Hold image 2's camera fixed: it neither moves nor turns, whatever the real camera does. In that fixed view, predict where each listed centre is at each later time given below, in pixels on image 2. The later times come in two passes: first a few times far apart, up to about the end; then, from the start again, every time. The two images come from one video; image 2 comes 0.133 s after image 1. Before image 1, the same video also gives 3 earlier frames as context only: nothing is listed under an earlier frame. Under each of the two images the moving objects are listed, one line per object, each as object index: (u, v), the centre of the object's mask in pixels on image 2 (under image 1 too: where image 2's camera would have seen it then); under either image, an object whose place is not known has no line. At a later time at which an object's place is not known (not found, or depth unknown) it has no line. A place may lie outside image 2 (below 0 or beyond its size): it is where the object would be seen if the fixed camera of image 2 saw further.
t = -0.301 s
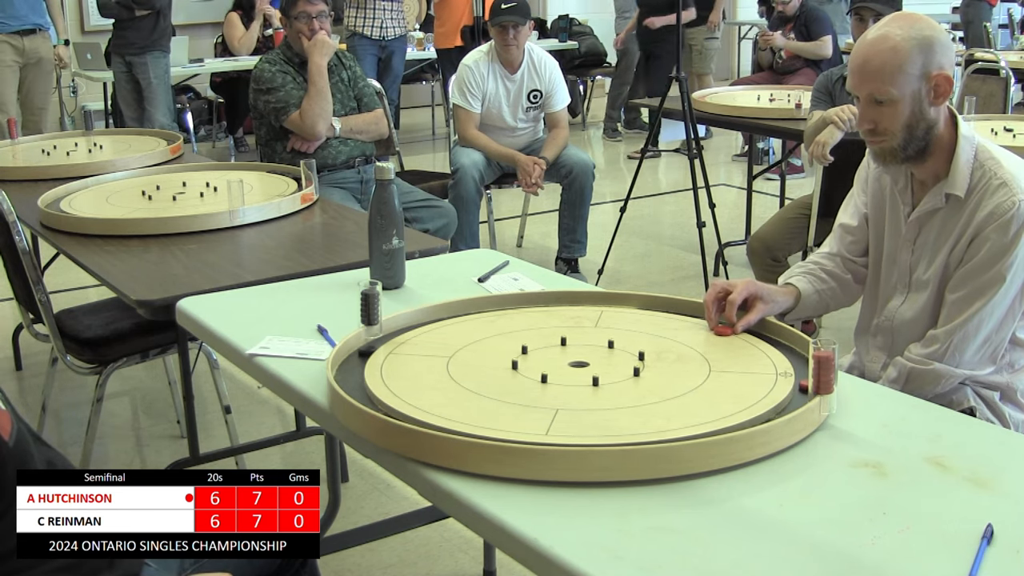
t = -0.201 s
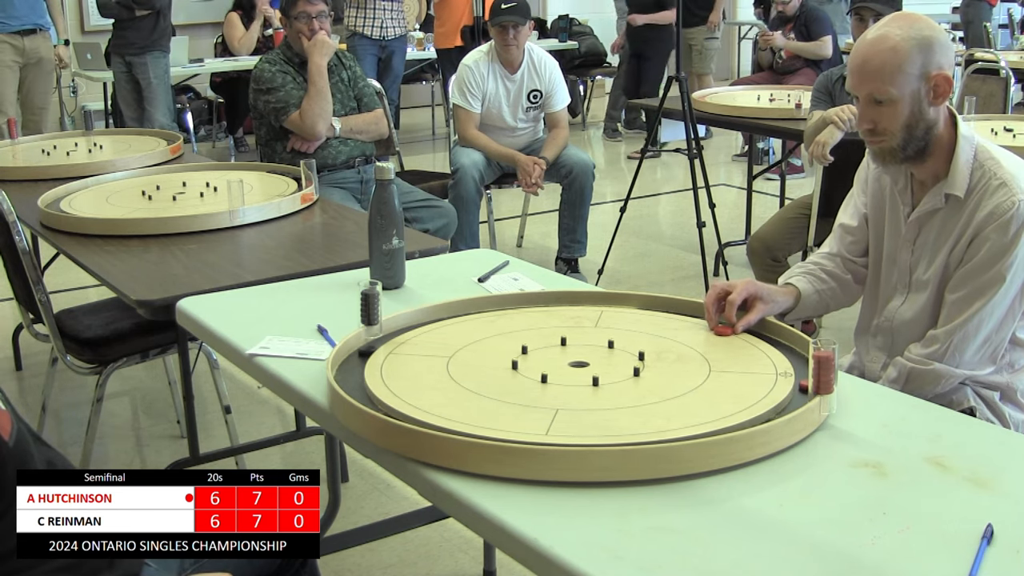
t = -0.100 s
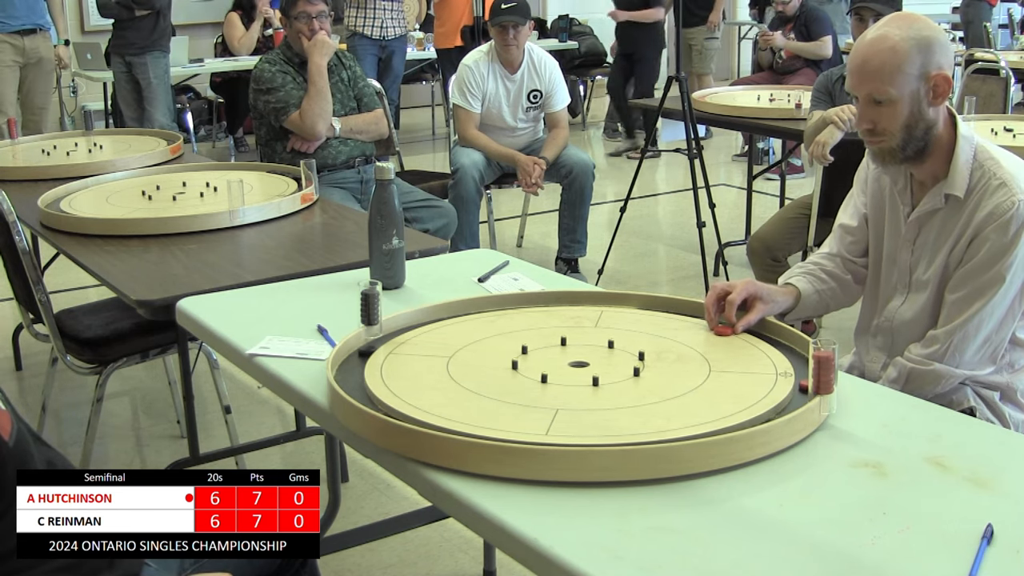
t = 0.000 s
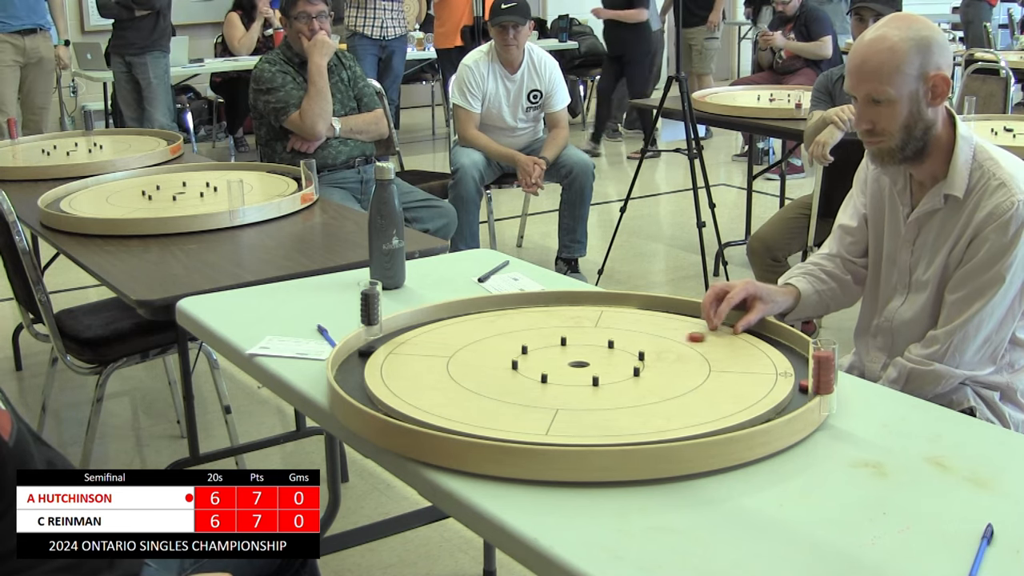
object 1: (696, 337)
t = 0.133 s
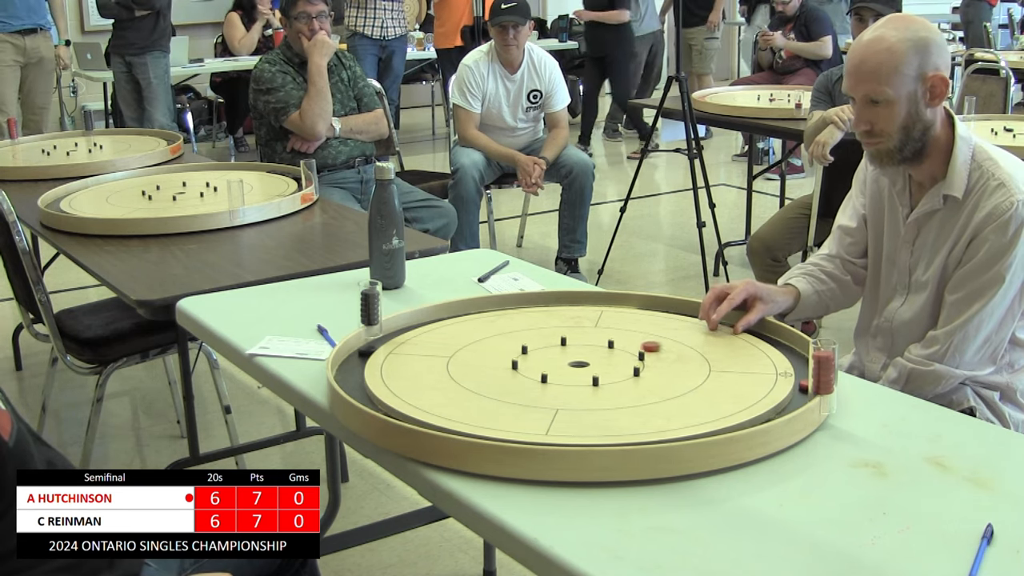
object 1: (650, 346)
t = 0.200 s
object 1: (629, 351)
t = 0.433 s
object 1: (578, 363)
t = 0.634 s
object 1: (579, 363)
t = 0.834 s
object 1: (579, 363)
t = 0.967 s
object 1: (578, 363)
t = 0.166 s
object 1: (640, 348)
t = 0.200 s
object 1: (629, 351)
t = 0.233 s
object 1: (620, 353)
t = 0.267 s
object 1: (611, 355)
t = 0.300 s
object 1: (602, 356)
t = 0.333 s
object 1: (594, 357)
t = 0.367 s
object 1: (586, 359)
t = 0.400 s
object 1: (579, 362)
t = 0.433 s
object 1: (578, 363)
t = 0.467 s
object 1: (579, 363)
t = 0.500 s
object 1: (579, 363)
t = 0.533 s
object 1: (579, 363)
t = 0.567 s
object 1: (579, 363)
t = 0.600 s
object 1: (579, 363)
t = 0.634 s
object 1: (579, 363)
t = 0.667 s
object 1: (579, 363)
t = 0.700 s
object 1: (579, 363)
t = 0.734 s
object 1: (579, 363)
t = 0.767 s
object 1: (579, 363)
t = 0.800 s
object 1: (579, 363)
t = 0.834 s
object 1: (579, 363)
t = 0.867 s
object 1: (579, 363)
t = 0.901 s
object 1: (578, 363)
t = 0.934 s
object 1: (578, 363)
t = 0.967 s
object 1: (578, 363)
